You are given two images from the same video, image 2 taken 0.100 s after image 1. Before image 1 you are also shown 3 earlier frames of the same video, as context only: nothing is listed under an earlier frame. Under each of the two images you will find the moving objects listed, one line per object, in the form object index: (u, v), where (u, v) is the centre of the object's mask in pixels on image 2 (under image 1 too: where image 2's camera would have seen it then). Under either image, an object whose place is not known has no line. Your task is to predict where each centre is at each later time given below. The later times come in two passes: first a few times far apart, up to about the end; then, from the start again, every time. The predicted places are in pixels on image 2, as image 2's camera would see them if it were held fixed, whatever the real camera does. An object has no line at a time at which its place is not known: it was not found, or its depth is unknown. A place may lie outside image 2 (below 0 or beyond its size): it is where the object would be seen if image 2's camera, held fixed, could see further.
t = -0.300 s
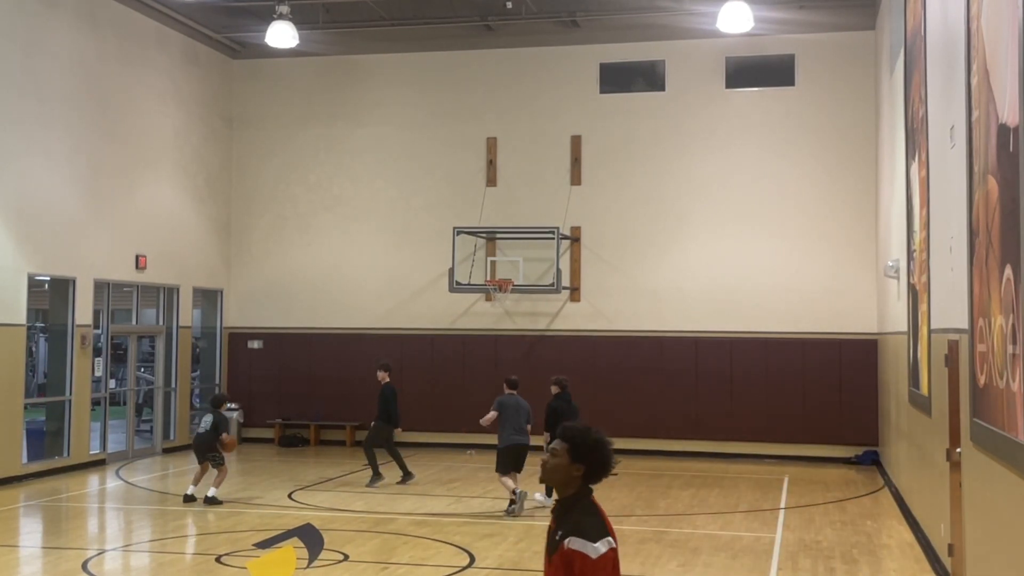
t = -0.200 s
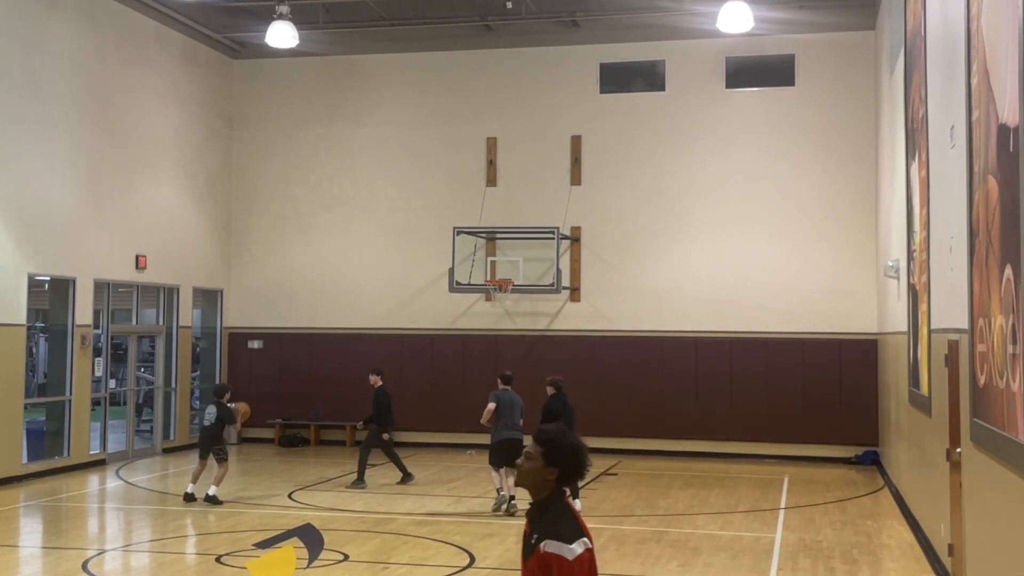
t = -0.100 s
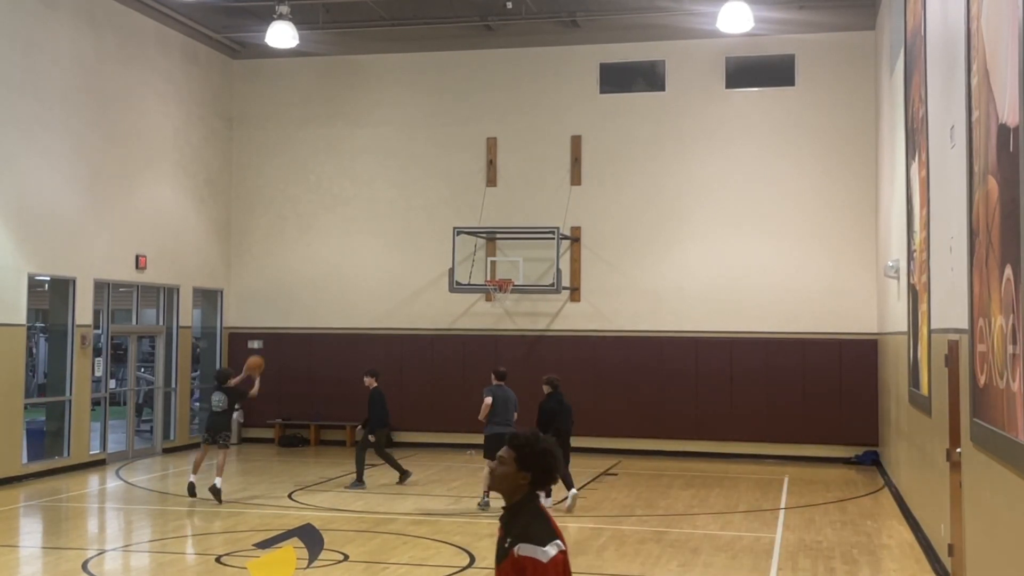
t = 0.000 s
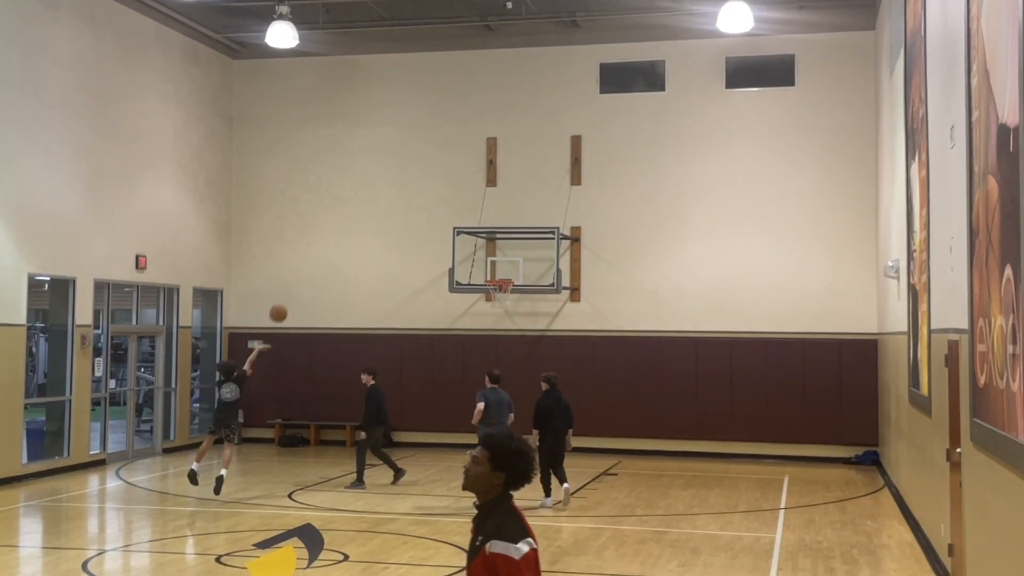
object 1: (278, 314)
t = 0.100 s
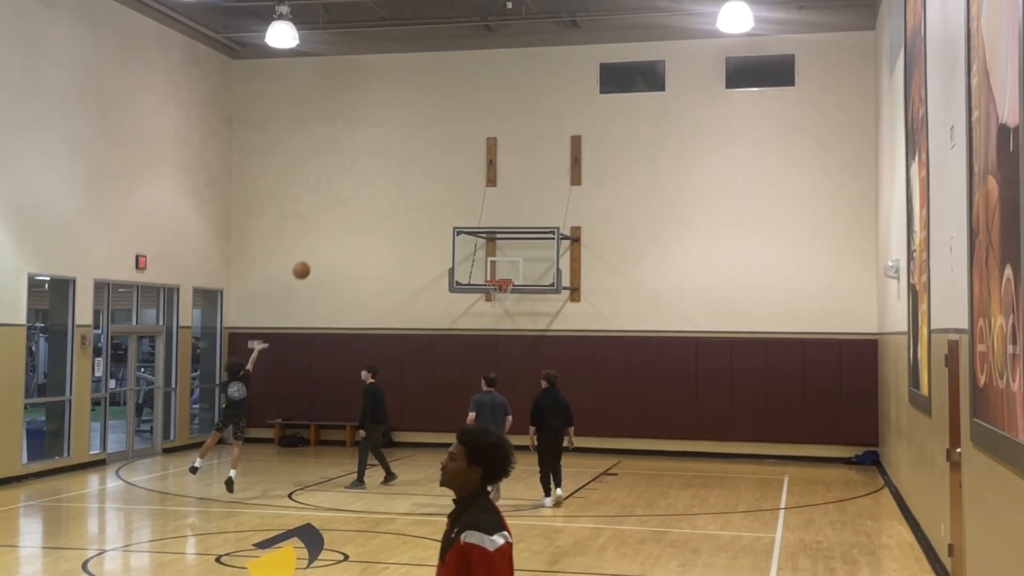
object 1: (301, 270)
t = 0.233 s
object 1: (330, 226)
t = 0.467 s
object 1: (375, 183)
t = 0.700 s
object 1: (415, 177)
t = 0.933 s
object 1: (452, 203)
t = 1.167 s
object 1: (486, 259)
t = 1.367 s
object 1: (509, 313)
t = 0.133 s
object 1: (308, 258)
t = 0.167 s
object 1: (316, 246)
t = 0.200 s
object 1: (322, 236)
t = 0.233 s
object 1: (330, 226)
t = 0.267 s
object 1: (336, 218)
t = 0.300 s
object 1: (343, 210)
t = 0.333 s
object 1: (350, 203)
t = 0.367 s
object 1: (356, 197)
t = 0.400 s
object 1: (363, 191)
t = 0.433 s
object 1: (369, 187)
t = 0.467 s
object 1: (375, 183)
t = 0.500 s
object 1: (381, 180)
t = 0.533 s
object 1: (387, 178)
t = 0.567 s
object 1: (393, 176)
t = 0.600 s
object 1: (399, 175)
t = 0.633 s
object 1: (404, 175)
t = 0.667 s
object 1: (410, 176)
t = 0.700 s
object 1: (415, 177)
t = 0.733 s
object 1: (421, 179)
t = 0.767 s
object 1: (426, 181)
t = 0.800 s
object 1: (432, 184)
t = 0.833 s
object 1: (437, 188)
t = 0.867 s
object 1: (442, 193)
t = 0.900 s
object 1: (448, 198)
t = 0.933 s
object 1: (452, 203)
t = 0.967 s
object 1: (458, 209)
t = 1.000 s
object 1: (463, 216)
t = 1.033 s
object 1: (468, 223)
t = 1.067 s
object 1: (472, 231)
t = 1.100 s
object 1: (477, 241)
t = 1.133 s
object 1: (481, 249)
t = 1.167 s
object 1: (486, 259)
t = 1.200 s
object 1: (491, 268)
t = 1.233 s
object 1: (497, 279)
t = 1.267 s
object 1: (500, 288)
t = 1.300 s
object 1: (505, 300)
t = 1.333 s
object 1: (507, 306)
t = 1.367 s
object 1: (509, 313)
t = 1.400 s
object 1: (512, 320)
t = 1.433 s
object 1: (514, 328)
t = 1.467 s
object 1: (516, 337)
